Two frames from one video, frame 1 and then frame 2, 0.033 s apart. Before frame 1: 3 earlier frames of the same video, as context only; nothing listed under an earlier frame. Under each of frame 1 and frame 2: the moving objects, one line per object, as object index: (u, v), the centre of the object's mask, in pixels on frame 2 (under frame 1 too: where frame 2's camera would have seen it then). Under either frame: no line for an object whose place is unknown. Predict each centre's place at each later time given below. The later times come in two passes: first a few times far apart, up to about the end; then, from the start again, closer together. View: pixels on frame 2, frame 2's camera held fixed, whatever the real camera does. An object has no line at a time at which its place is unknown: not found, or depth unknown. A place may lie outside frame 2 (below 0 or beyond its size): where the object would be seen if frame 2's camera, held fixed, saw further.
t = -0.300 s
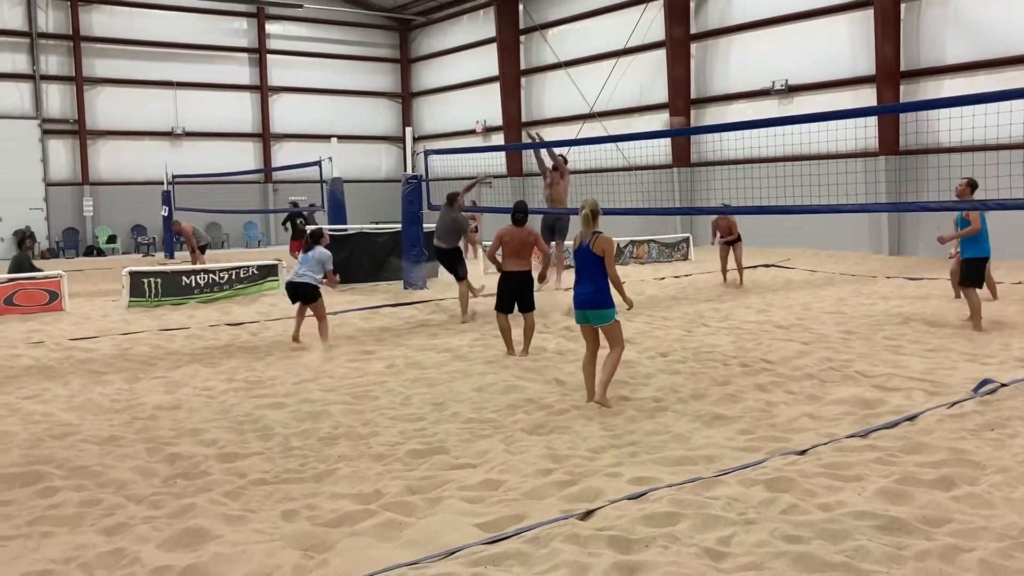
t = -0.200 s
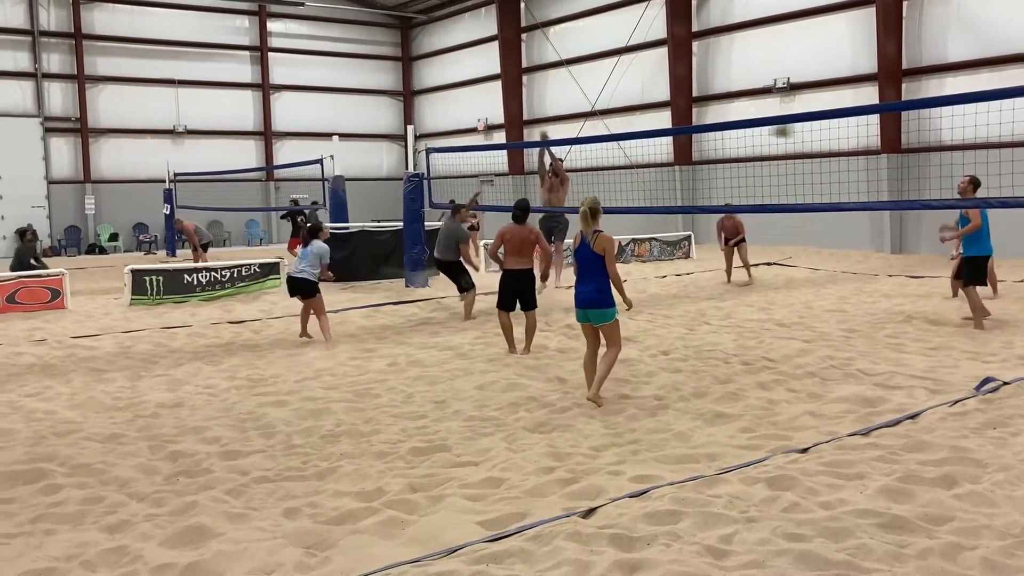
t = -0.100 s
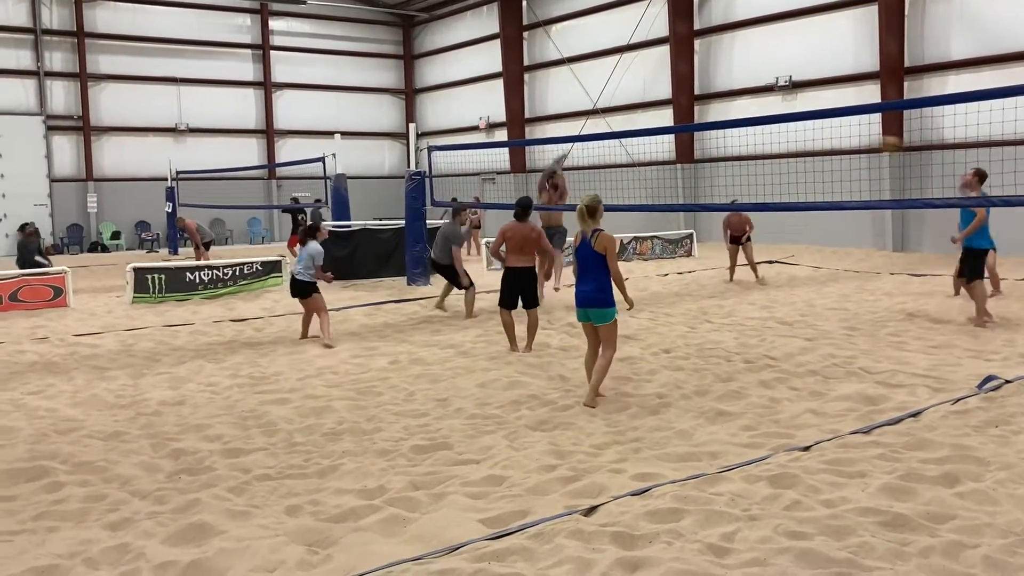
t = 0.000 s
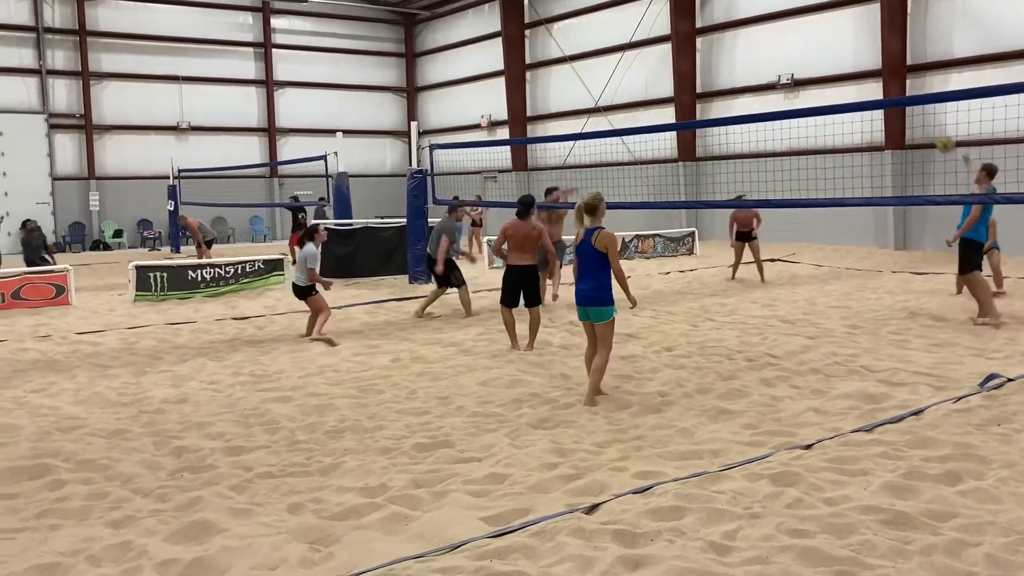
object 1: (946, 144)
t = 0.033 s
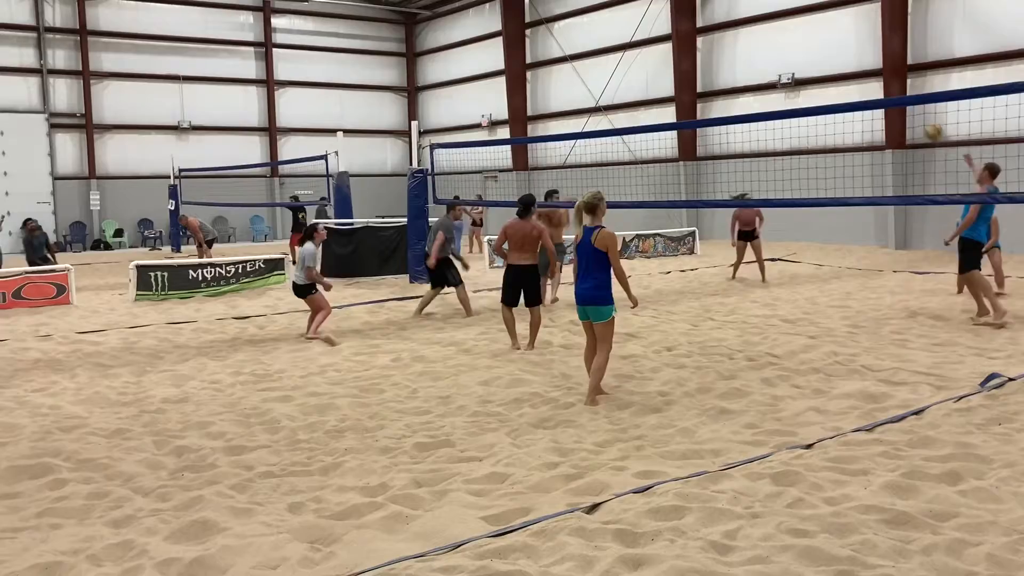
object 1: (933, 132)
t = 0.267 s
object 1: (852, 78)
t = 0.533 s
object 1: (764, 70)
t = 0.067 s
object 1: (923, 123)
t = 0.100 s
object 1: (909, 113)
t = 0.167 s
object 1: (887, 93)
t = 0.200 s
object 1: (874, 89)
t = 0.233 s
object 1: (862, 82)
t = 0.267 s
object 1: (852, 78)
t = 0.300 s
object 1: (840, 74)
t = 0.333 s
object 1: (829, 71)
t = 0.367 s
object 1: (818, 69)
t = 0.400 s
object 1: (807, 67)
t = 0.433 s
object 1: (796, 67)
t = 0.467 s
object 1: (785, 67)
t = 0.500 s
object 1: (775, 68)
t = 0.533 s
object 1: (764, 70)
